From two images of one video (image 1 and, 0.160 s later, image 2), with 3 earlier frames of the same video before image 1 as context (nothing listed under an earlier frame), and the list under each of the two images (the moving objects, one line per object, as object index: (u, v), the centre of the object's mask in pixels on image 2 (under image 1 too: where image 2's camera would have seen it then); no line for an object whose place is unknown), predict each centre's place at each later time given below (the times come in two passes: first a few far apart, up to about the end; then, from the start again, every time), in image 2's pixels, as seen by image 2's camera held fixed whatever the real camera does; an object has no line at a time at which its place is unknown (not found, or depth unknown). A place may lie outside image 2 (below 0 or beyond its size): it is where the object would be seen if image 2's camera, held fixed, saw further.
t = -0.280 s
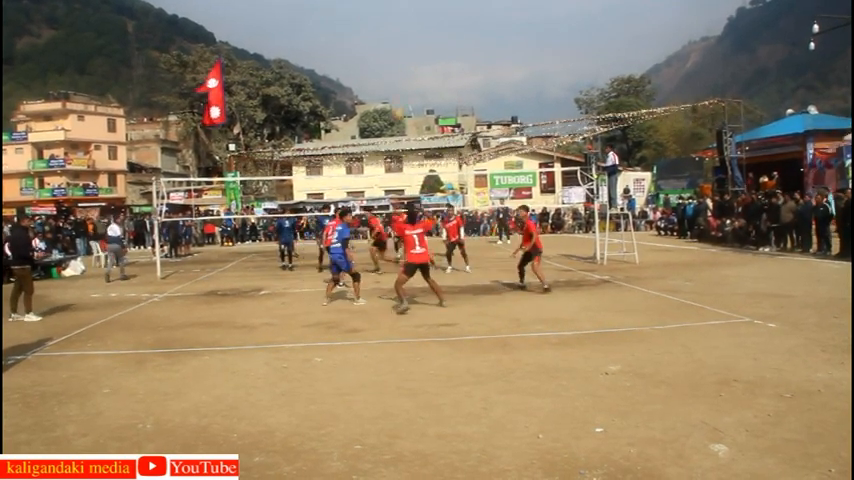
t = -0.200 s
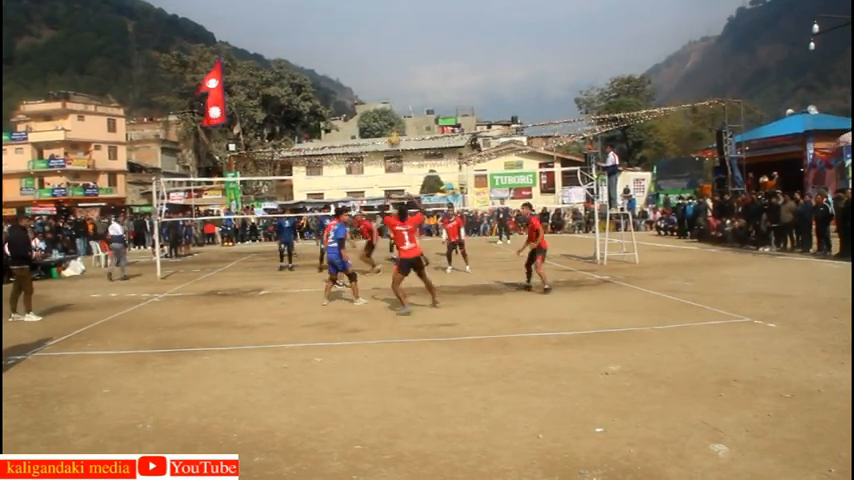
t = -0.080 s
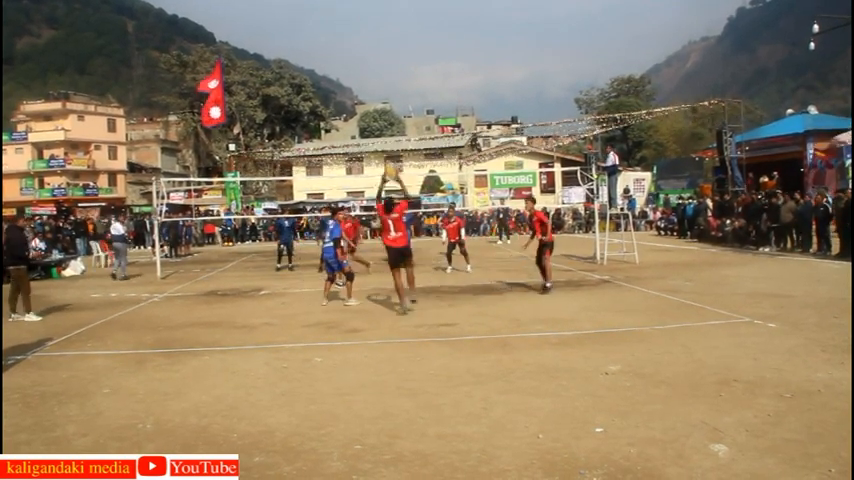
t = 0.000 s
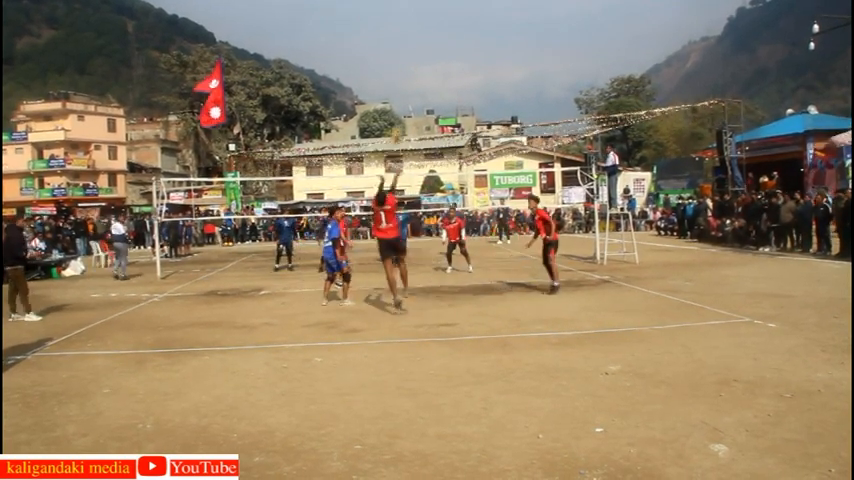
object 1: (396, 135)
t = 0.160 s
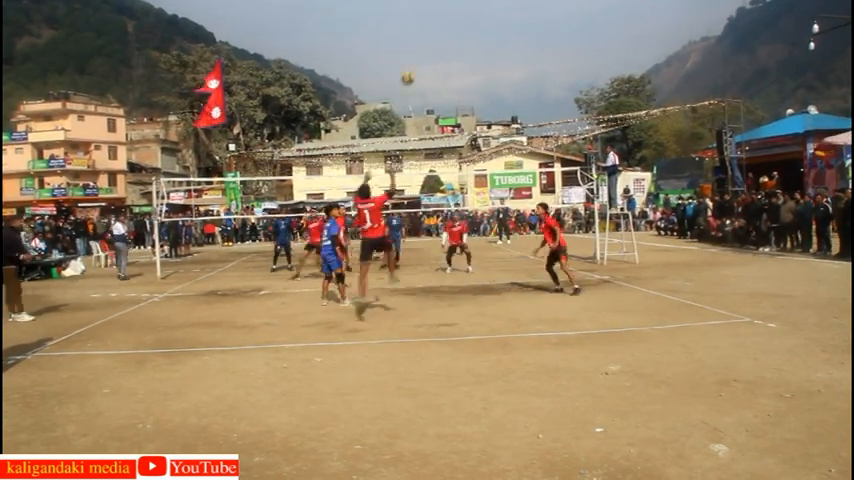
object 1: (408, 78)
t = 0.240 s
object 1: (412, 57)
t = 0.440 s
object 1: (425, 26)
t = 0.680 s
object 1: (438, 22)
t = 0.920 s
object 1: (450, 45)
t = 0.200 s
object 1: (410, 67)
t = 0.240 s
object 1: (412, 57)
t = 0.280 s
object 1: (415, 49)
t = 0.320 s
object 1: (417, 42)
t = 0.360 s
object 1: (420, 36)
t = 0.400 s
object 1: (422, 29)
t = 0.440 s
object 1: (425, 26)
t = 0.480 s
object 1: (427, 23)
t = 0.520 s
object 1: (429, 22)
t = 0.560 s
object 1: (431, 20)
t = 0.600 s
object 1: (433, 20)
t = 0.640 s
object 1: (436, 21)
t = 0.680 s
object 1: (438, 22)
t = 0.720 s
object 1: (440, 24)
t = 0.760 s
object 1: (442, 27)
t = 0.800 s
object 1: (444, 30)
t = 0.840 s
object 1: (446, 35)
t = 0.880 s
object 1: (448, 39)
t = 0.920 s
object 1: (450, 45)
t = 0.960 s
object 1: (451, 51)
